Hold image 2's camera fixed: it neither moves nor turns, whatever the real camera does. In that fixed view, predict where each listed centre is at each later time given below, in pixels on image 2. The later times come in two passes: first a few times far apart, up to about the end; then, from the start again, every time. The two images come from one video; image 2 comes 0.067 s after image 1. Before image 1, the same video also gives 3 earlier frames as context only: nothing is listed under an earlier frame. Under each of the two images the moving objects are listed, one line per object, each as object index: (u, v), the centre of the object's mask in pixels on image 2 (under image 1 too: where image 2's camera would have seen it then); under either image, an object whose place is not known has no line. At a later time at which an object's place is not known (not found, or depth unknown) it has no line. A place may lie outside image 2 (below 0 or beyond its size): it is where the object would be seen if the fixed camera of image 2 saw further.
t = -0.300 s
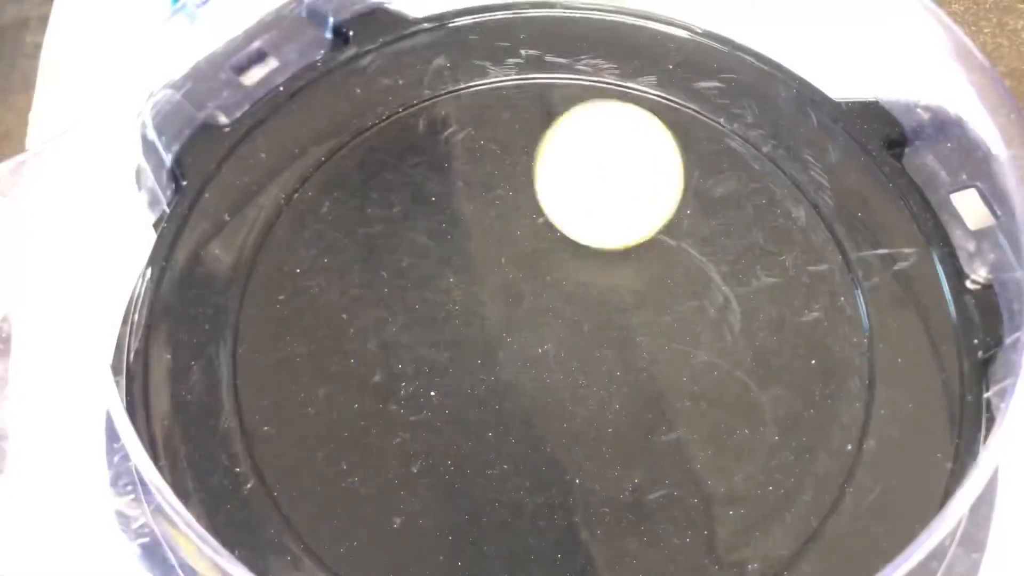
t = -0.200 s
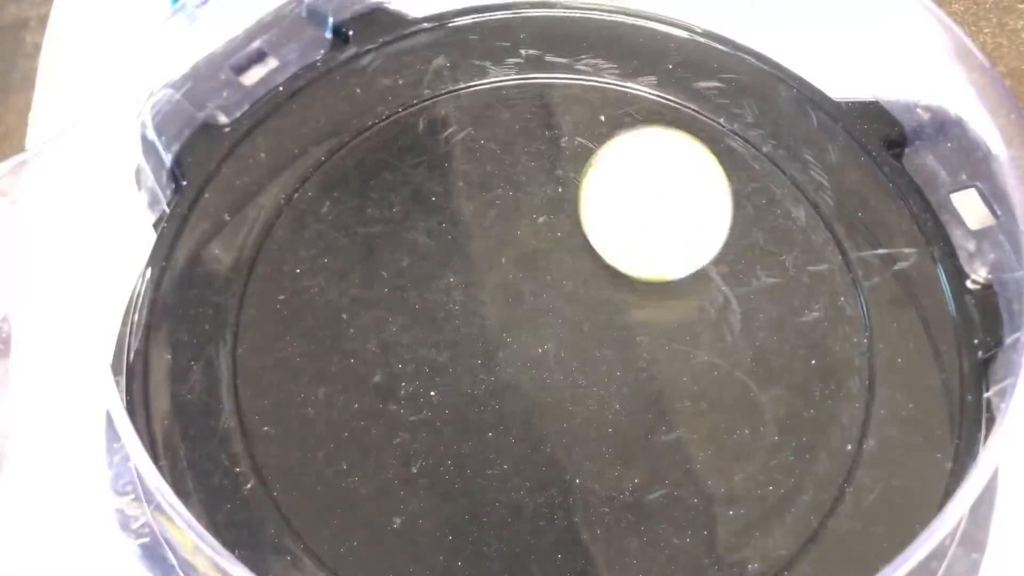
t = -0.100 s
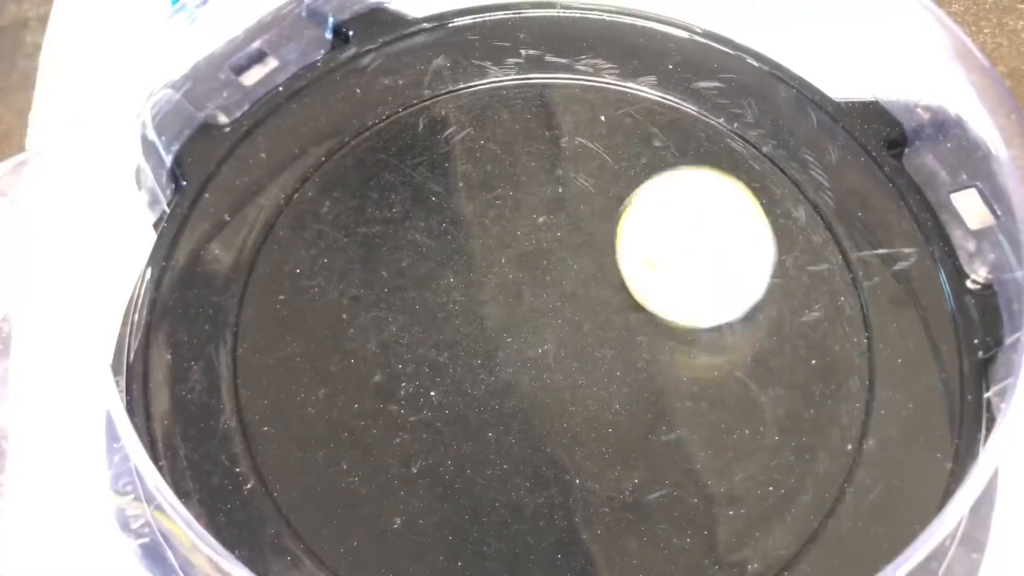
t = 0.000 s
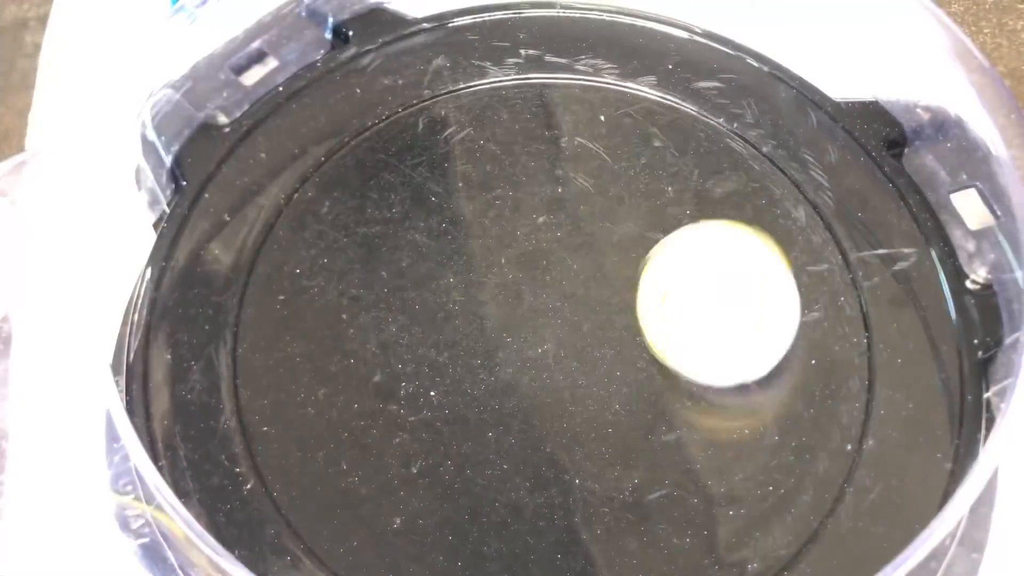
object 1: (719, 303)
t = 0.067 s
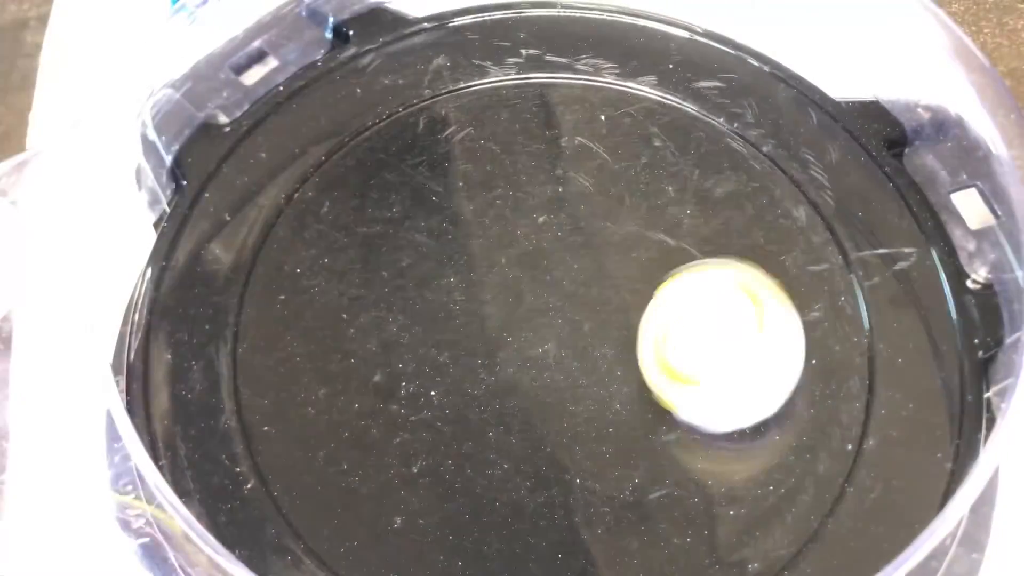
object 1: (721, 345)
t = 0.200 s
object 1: (693, 423)
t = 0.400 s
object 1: (580, 488)
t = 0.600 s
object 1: (449, 458)
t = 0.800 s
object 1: (383, 355)
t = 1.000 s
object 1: (413, 249)
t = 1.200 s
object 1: (512, 187)
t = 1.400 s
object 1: (623, 201)
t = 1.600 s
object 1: (704, 283)
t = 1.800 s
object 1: (695, 397)
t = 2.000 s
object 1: (591, 470)
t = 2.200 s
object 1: (462, 443)
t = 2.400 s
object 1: (400, 346)
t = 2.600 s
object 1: (437, 242)
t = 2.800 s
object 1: (536, 193)
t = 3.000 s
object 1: (637, 223)
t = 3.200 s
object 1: (691, 320)
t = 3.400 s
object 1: (655, 428)
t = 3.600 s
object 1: (543, 463)
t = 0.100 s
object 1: (719, 365)
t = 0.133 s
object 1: (713, 385)
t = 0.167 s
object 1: (704, 404)
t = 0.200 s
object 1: (693, 423)
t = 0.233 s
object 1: (679, 442)
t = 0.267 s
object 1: (663, 456)
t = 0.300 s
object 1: (645, 468)
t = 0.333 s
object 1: (624, 478)
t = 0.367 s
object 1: (603, 485)
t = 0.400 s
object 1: (580, 488)
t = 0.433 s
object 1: (557, 489)
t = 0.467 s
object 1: (533, 489)
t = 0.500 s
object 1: (509, 487)
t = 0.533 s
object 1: (489, 479)
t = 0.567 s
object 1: (469, 469)
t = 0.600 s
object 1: (449, 458)
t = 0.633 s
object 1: (431, 443)
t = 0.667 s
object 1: (416, 427)
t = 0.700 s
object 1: (404, 410)
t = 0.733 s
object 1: (395, 393)
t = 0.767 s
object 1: (389, 374)
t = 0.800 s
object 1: (383, 355)
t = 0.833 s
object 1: (382, 334)
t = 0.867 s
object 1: (383, 316)
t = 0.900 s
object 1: (387, 297)
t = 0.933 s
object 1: (393, 279)
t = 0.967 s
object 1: (402, 262)
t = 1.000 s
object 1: (413, 249)
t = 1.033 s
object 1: (426, 234)
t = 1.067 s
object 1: (441, 221)
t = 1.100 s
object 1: (457, 209)
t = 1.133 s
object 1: (474, 199)
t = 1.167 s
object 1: (492, 193)
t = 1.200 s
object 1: (512, 187)
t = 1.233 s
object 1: (530, 184)
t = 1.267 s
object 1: (552, 182)
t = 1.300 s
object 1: (570, 183)
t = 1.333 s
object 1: (589, 188)
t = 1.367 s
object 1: (607, 192)
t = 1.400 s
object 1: (623, 201)
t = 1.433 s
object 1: (643, 209)
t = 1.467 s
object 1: (661, 222)
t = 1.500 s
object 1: (673, 234)
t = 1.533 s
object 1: (686, 249)
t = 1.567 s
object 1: (695, 265)
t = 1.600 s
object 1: (704, 283)
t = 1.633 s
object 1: (710, 302)
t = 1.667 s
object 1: (713, 321)
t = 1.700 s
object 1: (711, 340)
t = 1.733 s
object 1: (709, 359)
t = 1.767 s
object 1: (703, 379)
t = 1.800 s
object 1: (695, 397)
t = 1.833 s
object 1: (683, 416)
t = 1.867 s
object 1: (668, 430)
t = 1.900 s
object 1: (652, 444)
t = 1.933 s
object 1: (633, 454)
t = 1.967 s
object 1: (613, 463)
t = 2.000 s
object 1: (591, 470)
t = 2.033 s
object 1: (567, 471)
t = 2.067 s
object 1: (545, 470)
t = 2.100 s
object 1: (523, 469)
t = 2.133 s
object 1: (501, 463)
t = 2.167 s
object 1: (482, 454)
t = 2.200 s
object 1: (462, 443)
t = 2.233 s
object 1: (445, 431)
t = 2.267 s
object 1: (430, 414)
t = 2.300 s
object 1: (419, 399)
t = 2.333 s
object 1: (410, 382)
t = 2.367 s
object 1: (404, 363)
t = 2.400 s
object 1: (400, 346)
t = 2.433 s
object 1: (400, 328)
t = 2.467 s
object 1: (402, 310)
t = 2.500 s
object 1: (408, 292)
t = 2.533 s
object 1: (415, 275)
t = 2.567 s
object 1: (425, 258)
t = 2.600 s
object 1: (437, 242)
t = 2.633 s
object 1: (451, 229)
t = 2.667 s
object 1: (466, 217)
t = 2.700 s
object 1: (482, 209)
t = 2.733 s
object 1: (499, 201)
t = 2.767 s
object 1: (517, 197)
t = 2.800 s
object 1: (536, 193)
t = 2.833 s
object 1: (553, 192)
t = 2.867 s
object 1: (570, 193)
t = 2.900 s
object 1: (586, 198)
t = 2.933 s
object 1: (603, 203)
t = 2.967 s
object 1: (620, 213)
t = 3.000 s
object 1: (637, 223)
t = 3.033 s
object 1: (651, 236)
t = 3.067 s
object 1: (663, 249)
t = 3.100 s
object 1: (674, 266)
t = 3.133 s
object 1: (681, 282)
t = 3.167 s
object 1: (689, 301)
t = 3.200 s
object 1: (691, 320)
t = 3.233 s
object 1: (693, 339)
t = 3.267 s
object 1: (691, 359)
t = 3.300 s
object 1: (686, 377)
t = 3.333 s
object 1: (679, 396)
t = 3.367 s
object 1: (668, 412)
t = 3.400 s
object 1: (655, 428)
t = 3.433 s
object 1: (639, 441)
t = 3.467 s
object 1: (622, 451)
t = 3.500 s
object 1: (603, 459)
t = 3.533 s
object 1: (583, 463)
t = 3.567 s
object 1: (563, 465)
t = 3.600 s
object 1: (543, 463)
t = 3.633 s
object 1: (523, 459)
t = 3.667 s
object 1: (504, 451)
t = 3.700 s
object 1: (484, 441)
